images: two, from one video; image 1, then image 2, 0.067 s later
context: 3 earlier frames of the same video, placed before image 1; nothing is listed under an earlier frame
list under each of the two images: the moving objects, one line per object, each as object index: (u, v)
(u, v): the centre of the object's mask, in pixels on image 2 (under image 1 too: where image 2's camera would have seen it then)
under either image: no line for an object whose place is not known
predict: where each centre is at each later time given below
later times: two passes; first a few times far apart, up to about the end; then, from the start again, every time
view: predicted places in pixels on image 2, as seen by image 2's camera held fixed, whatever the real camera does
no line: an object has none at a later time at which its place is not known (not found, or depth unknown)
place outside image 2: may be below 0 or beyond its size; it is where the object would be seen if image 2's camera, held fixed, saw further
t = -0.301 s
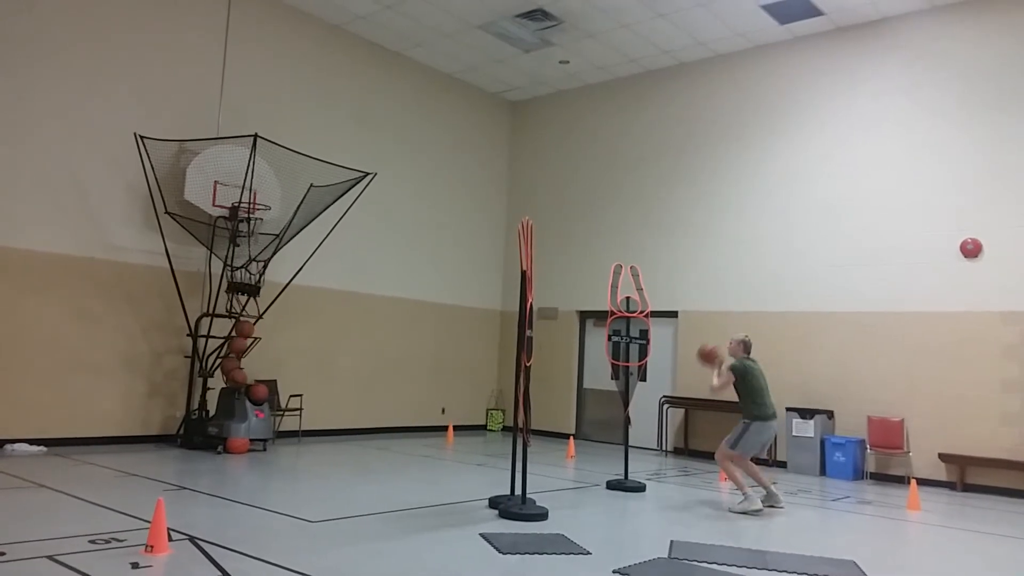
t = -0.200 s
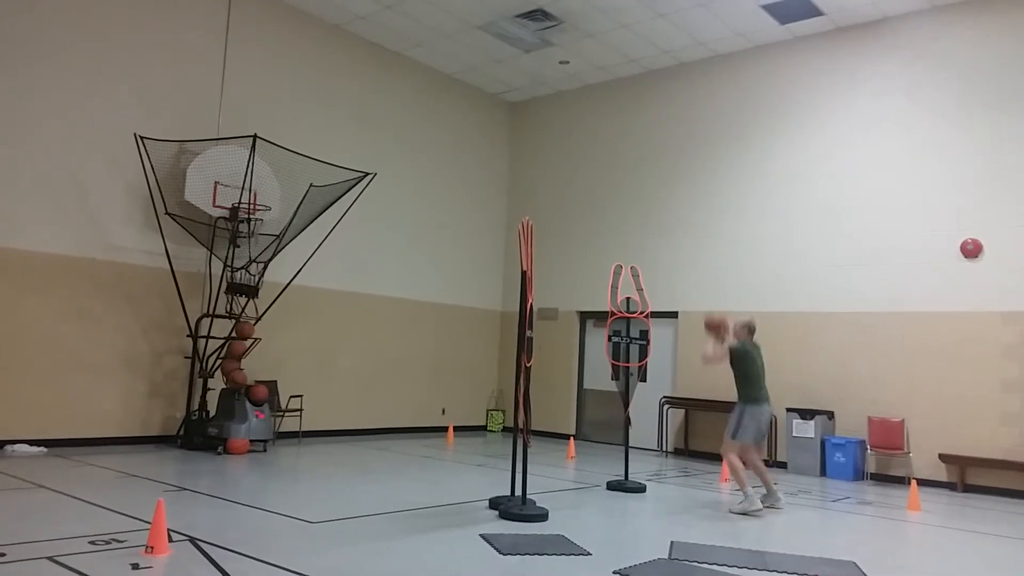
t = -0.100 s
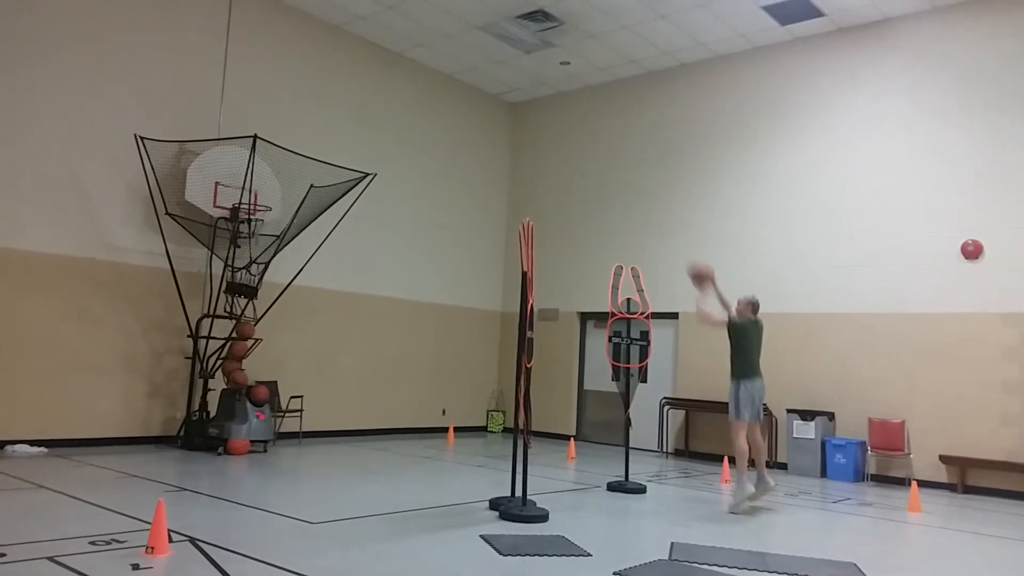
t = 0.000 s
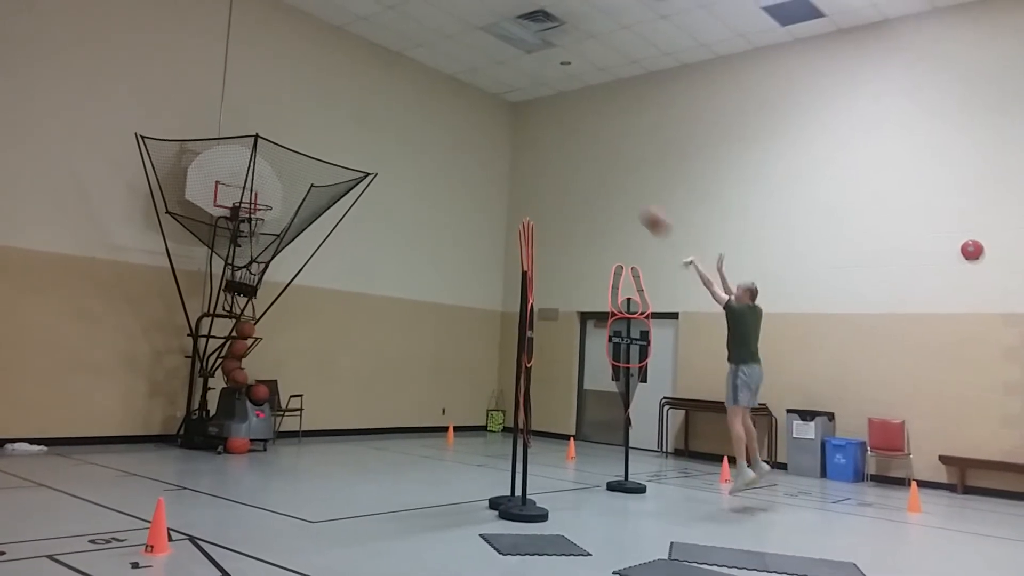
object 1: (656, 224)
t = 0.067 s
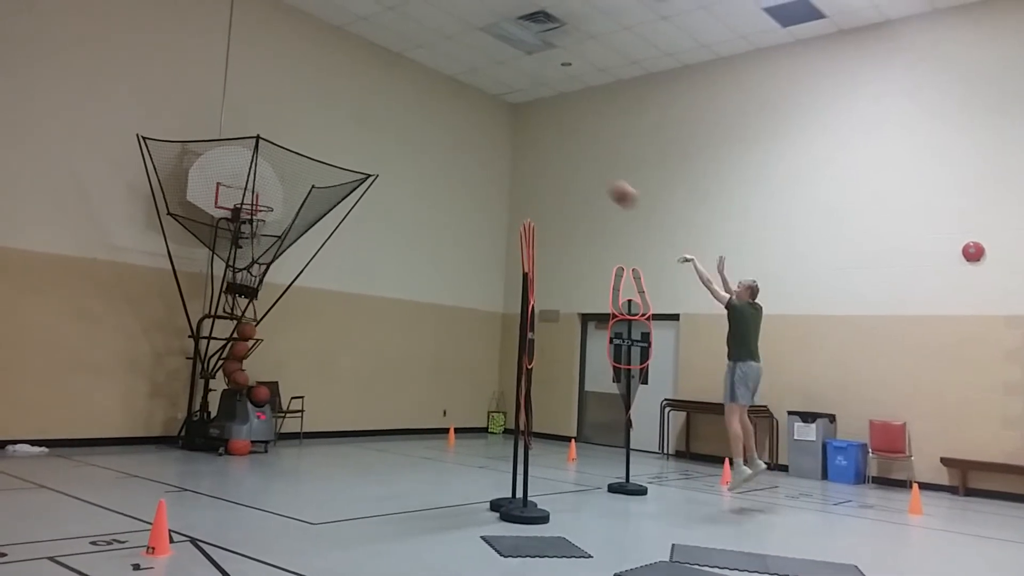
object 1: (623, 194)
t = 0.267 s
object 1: (531, 138)
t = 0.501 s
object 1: (433, 119)
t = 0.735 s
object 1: (344, 144)
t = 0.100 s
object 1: (607, 182)
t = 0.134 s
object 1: (591, 171)
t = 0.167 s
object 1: (576, 161)
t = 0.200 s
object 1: (561, 152)
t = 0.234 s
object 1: (546, 145)
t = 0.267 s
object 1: (531, 138)
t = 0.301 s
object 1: (517, 132)
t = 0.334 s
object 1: (503, 127)
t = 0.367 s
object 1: (489, 124)
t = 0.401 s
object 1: (474, 121)
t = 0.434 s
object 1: (459, 121)
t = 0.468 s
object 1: (446, 120)
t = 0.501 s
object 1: (433, 119)
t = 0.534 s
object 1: (420, 120)
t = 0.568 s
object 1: (406, 122)
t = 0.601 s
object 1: (394, 125)
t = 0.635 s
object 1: (382, 128)
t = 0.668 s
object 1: (369, 133)
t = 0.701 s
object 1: (356, 138)
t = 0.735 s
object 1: (344, 144)
